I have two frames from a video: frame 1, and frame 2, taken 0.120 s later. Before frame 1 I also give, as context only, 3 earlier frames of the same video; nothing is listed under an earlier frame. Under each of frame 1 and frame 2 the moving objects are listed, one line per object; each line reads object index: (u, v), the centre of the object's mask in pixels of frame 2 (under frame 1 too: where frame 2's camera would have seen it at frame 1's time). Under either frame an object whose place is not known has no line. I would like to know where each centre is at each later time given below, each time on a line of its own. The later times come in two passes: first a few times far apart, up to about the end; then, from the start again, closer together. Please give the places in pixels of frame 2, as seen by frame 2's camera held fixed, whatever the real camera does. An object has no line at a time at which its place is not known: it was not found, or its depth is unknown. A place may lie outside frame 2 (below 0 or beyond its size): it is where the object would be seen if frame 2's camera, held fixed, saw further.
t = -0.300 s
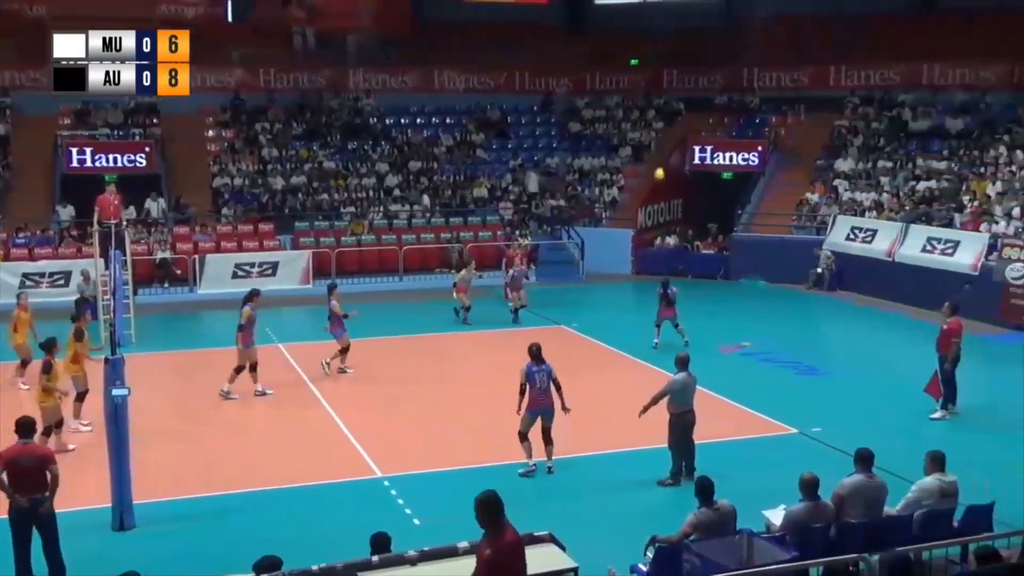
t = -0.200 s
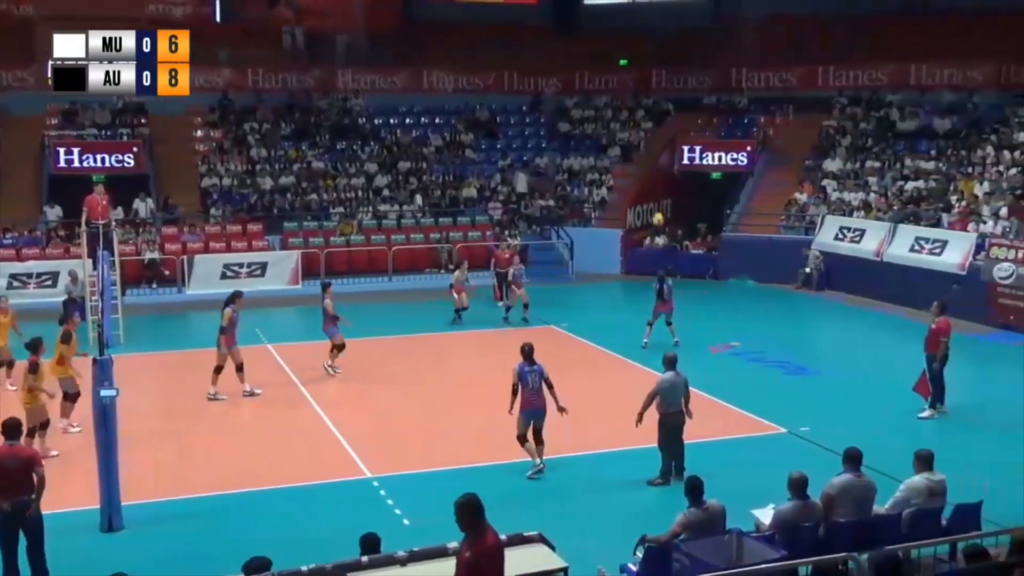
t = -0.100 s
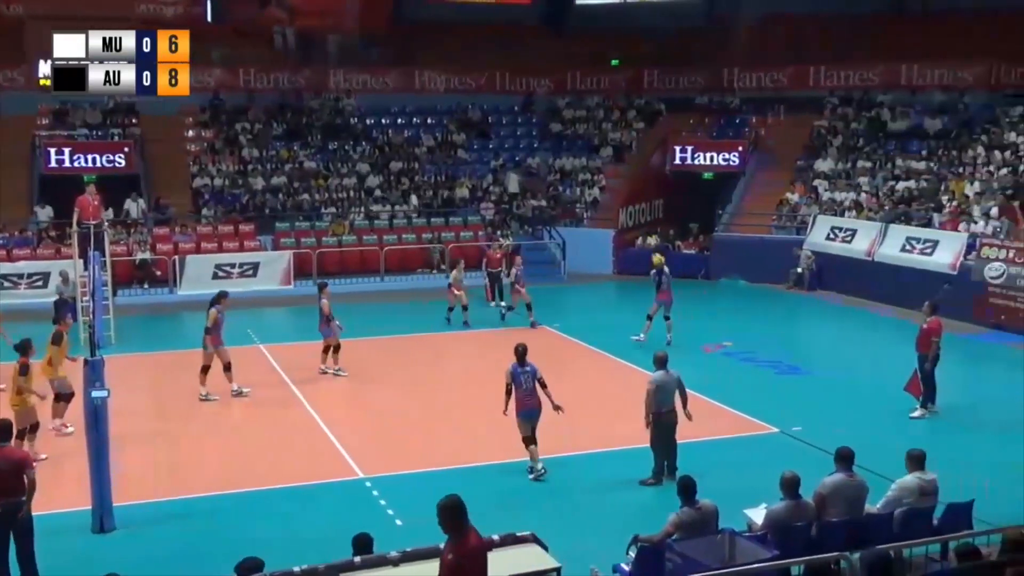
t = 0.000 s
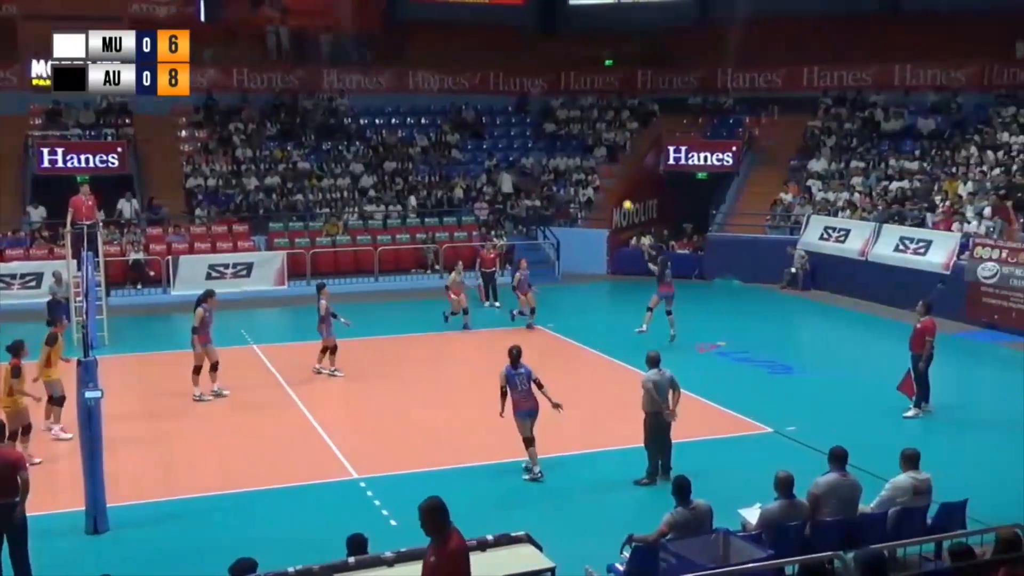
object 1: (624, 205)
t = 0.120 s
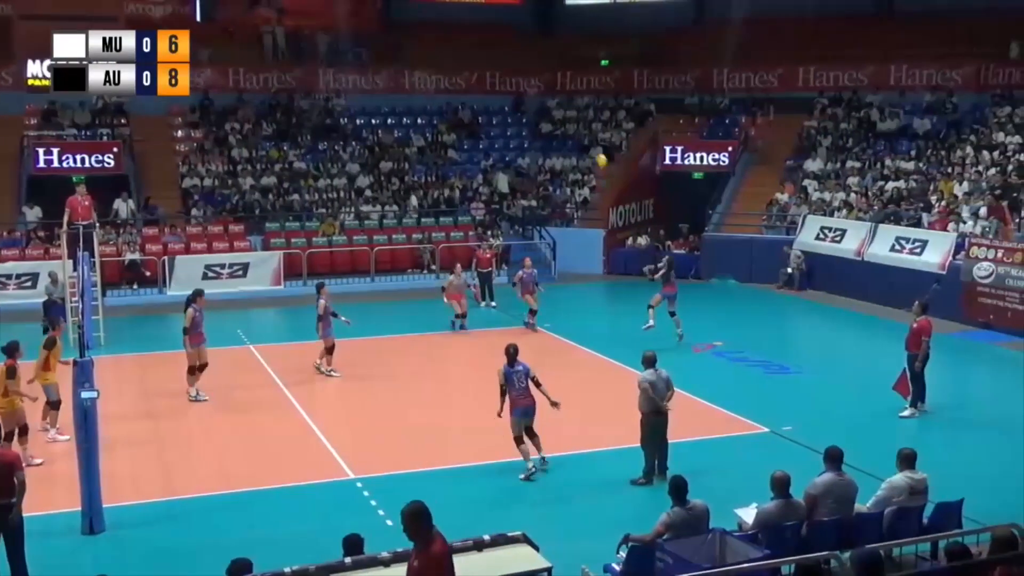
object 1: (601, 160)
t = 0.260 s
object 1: (573, 115)
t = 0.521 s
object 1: (521, 60)
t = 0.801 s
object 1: (463, 43)
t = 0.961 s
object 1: (430, 54)
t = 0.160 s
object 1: (594, 147)
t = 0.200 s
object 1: (585, 134)
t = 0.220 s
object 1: (581, 127)
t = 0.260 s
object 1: (573, 115)
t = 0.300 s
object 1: (565, 104)
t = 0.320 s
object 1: (561, 99)
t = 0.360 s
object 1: (553, 89)
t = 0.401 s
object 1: (545, 81)
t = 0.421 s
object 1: (541, 77)
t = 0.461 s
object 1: (533, 70)
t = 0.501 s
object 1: (525, 63)
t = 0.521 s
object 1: (521, 60)
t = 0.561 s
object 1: (512, 55)
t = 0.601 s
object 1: (504, 51)
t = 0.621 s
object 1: (500, 49)
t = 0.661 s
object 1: (492, 46)
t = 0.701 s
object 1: (484, 44)
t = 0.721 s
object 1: (479, 44)
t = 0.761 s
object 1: (471, 43)
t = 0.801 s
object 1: (463, 43)
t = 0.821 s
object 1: (459, 44)
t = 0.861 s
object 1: (450, 46)
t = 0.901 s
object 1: (442, 48)
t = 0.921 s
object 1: (438, 50)
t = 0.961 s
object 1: (430, 54)
